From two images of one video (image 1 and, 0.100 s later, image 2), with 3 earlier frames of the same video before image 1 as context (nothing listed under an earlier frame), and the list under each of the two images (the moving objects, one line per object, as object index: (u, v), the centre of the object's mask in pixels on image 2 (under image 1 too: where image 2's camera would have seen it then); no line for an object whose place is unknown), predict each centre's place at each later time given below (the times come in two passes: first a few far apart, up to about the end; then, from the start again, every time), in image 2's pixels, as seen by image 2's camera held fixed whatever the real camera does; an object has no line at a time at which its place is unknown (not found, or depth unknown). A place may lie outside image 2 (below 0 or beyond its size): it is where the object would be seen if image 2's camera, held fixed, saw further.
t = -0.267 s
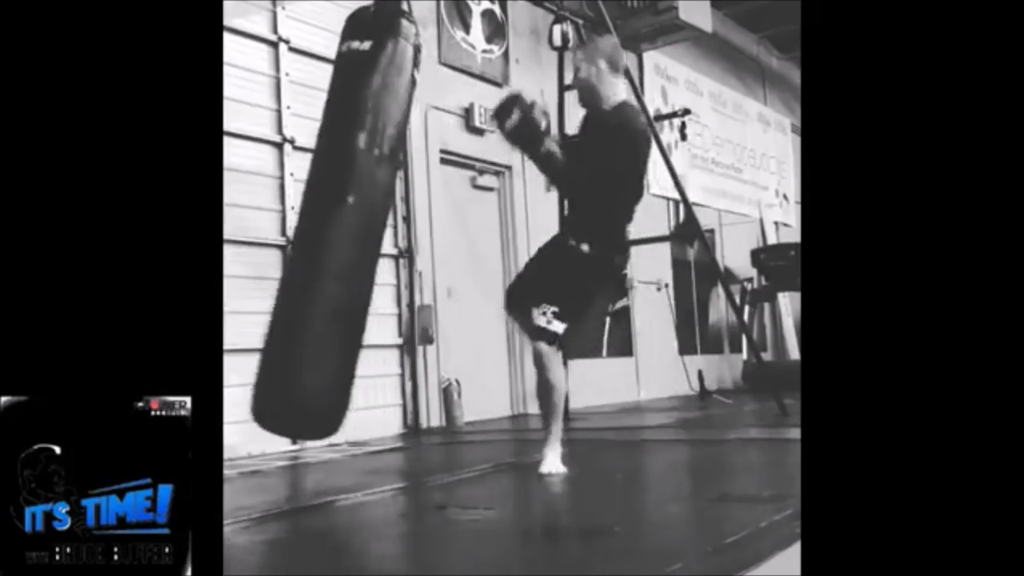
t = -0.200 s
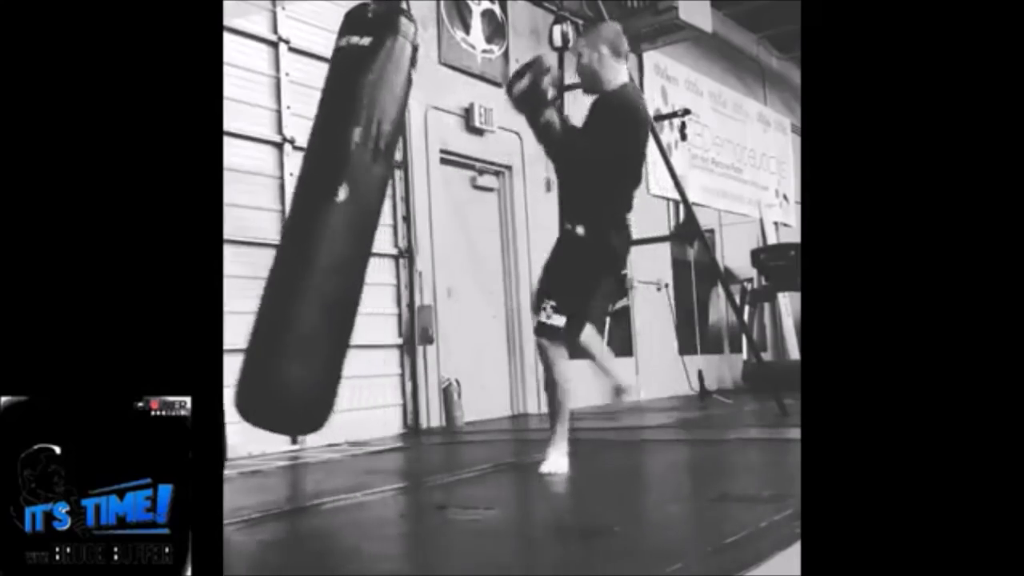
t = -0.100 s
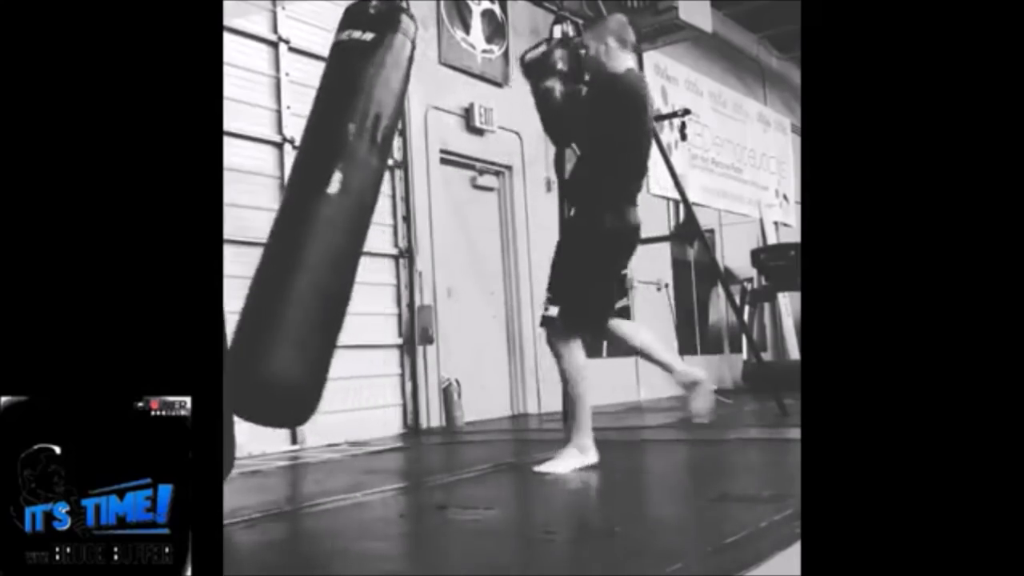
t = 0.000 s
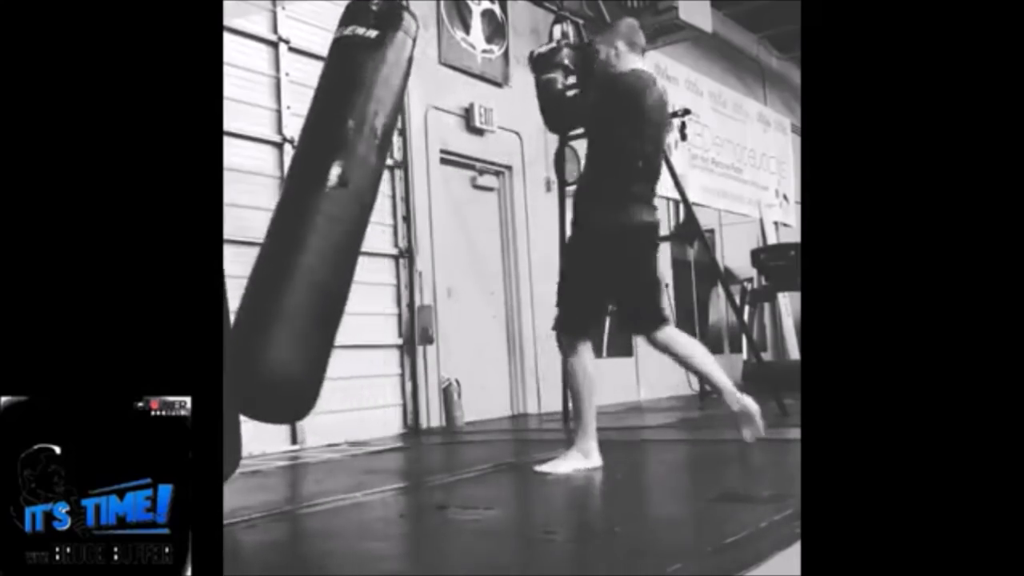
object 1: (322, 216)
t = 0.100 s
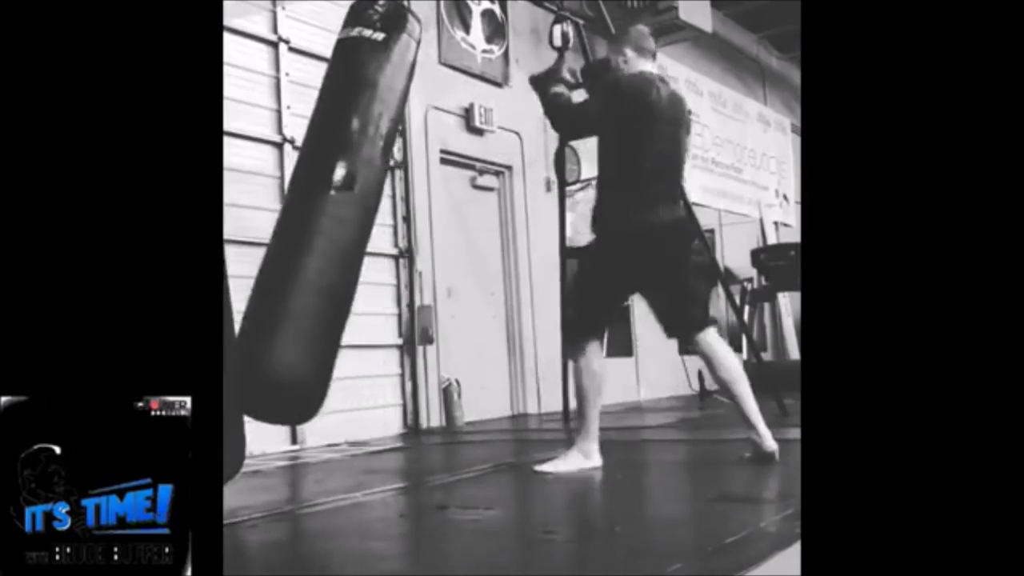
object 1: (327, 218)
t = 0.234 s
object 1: (342, 225)
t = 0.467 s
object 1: (391, 235)
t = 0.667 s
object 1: (434, 242)
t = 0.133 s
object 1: (329, 220)
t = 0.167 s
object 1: (333, 221)
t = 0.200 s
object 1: (337, 223)
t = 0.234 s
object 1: (342, 225)
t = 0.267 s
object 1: (348, 228)
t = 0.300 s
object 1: (355, 229)
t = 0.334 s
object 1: (361, 230)
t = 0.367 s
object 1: (369, 231)
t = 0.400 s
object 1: (376, 233)
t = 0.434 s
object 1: (384, 234)
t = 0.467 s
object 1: (391, 235)
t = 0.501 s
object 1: (399, 237)
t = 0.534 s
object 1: (406, 235)
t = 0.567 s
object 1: (414, 236)
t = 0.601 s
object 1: (421, 241)
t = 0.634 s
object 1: (428, 237)
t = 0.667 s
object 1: (434, 242)
